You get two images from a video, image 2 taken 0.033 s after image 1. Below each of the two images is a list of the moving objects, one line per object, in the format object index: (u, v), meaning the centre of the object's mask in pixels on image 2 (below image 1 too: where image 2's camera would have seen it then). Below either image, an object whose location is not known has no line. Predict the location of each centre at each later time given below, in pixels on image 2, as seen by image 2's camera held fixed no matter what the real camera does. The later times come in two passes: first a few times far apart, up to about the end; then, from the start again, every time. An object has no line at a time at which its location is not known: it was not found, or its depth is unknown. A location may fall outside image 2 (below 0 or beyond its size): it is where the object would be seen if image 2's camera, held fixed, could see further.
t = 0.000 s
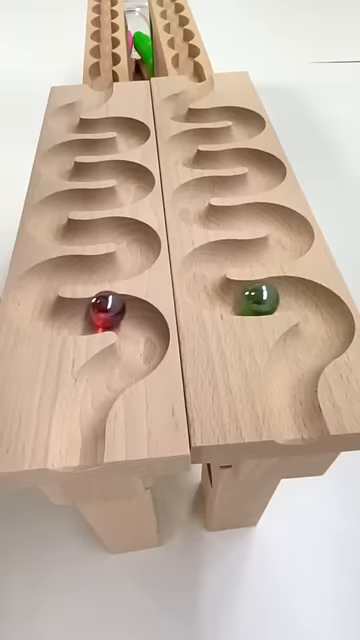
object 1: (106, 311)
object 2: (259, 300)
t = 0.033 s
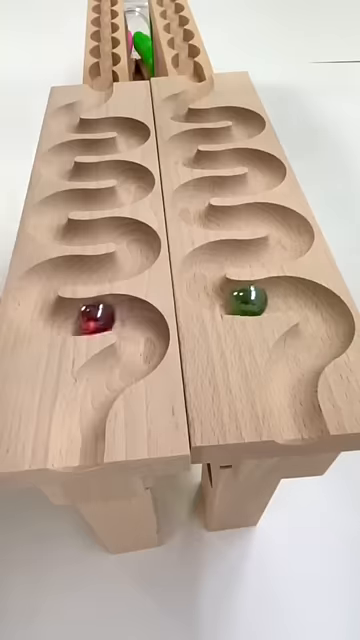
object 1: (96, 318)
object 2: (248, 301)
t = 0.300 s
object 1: (32, 290)
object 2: (221, 256)
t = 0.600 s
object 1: (143, 249)
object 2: (269, 213)
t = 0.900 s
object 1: (43, 224)
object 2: (196, 188)
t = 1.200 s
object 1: (138, 186)
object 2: (256, 159)
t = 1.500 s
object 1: (52, 164)
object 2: (187, 140)
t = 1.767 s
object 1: (129, 140)
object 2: (249, 122)
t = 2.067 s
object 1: (64, 122)
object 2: (172, 107)
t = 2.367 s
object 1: (101, 88)
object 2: (195, 74)
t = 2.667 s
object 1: (107, 67)
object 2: (185, 60)
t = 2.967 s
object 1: (107, 50)
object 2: (179, 45)
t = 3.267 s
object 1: (101, 37)
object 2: (179, 33)
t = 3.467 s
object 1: (108, 29)
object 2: (178, 27)
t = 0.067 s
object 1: (85, 320)
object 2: (235, 297)
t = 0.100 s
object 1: (76, 319)
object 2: (221, 295)
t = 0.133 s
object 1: (64, 317)
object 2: (208, 292)
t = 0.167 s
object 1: (50, 317)
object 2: (205, 288)
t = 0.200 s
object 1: (40, 315)
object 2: (200, 278)
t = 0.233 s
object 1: (34, 310)
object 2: (200, 267)
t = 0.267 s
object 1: (32, 302)
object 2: (207, 259)
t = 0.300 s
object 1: (32, 290)
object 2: (221, 256)
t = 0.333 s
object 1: (41, 279)
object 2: (239, 252)
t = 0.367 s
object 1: (55, 274)
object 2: (255, 254)
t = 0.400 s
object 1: (71, 270)
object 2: (267, 254)
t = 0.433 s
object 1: (86, 271)
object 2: (276, 251)
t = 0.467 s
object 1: (100, 273)
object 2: (287, 245)
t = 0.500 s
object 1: (112, 269)
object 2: (295, 238)
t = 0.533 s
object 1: (125, 263)
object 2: (293, 229)
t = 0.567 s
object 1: (138, 257)
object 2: (284, 222)
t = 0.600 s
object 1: (143, 249)
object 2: (269, 213)
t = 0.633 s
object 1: (140, 243)
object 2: (251, 212)
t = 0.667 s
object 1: (128, 232)
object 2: (240, 218)
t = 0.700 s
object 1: (116, 226)
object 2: (229, 218)
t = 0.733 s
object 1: (100, 231)
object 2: (215, 217)
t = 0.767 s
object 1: (86, 234)
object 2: (204, 215)
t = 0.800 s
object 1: (74, 234)
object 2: (190, 210)
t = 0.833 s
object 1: (61, 232)
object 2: (188, 206)
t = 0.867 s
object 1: (49, 229)
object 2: (190, 198)
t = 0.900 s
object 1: (43, 224)
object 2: (196, 188)
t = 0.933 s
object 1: (46, 218)
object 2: (208, 187)
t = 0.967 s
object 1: (53, 207)
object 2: (223, 185)
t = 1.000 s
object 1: (63, 200)
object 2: (237, 185)
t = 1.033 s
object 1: (78, 199)
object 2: (248, 184)
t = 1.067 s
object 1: (92, 199)
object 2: (257, 181)
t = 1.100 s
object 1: (106, 199)
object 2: (267, 177)
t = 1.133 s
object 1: (118, 197)
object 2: (270, 172)
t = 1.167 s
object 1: (129, 192)
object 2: (266, 168)
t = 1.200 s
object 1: (138, 186)
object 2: (256, 159)
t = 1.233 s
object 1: (138, 183)
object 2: (242, 155)
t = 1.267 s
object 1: (129, 174)
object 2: (229, 156)
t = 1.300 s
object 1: (117, 168)
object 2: (217, 159)
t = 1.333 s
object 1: (103, 169)
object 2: (205, 159)
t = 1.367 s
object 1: (90, 172)
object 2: (194, 158)
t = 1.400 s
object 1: (78, 172)
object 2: (183, 155)
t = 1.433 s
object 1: (68, 171)
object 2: (177, 150)
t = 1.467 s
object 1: (57, 168)
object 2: (180, 147)
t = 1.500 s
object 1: (52, 164)
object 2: (187, 140)
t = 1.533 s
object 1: (55, 160)
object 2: (197, 135)
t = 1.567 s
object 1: (63, 152)
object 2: (211, 135)
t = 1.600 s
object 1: (75, 146)
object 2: (222, 135)
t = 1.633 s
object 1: (88, 146)
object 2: (231, 133)
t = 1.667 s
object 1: (100, 147)
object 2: (239, 131)
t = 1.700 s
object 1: (111, 145)
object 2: (247, 129)
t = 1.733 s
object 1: (121, 143)
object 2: (250, 126)
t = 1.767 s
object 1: (129, 140)
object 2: (249, 122)
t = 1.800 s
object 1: (136, 135)
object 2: (240, 115)
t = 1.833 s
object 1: (135, 133)
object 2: (229, 111)
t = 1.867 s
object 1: (127, 126)
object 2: (218, 112)
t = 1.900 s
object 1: (115, 122)
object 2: (207, 114)
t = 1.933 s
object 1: (103, 124)
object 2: (196, 115)
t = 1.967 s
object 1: (92, 125)
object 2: (187, 114)
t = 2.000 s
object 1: (82, 125)
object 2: (178, 112)
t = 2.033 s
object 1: (71, 124)
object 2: (170, 108)
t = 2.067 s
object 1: (64, 122)
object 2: (172, 107)
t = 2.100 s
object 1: (60, 119)
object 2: (177, 100)
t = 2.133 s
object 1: (63, 117)
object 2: (185, 96)
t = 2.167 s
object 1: (70, 109)
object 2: (194, 92)
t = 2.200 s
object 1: (78, 103)
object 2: (197, 90)
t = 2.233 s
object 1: (87, 102)
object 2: (198, 87)
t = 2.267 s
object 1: (93, 99)
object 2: (201, 82)
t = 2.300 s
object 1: (95, 96)
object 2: (201, 78)
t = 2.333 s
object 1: (97, 92)
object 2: (199, 73)
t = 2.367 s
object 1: (101, 88)
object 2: (195, 74)
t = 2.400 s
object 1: (101, 83)
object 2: (192, 76)
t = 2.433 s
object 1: (99, 82)
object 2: (189, 72)
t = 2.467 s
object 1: (102, 85)
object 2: (191, 70)
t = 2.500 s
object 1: (104, 82)
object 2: (186, 68)
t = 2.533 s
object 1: (102, 82)
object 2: (184, 65)
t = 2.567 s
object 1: (101, 79)
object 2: (183, 64)
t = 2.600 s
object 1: (98, 75)
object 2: (182, 62)
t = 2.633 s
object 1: (102, 72)
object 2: (184, 60)
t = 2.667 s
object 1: (107, 67)
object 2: (185, 60)
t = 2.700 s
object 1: (110, 63)
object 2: (188, 57)
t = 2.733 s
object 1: (109, 61)
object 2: (188, 55)
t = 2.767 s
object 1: (107, 60)
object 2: (188, 53)
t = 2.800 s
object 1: (101, 58)
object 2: (186, 52)
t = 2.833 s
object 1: (100, 55)
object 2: (182, 51)
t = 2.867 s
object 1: (100, 54)
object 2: (181, 50)
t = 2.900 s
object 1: (101, 52)
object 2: (180, 48)
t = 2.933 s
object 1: (104, 52)
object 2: (179, 46)
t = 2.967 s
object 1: (107, 50)
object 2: (179, 45)
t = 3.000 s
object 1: (108, 48)
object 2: (178, 43)
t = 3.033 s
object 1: (110, 45)
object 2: (180, 44)
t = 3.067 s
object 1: (109, 44)
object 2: (182, 42)
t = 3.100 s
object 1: (106, 44)
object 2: (183, 40)
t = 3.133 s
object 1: (104, 43)
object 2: (183, 38)
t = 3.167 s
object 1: (101, 40)
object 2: (183, 37)
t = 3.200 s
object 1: (100, 39)
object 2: (182, 35)
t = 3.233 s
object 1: (101, 38)
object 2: (180, 34)
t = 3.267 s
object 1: (101, 37)
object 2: (179, 33)
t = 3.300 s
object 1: (104, 36)
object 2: (176, 31)
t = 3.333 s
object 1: (106, 35)
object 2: (175, 30)
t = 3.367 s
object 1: (108, 32)
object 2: (174, 29)
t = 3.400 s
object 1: (108, 31)
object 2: (175, 28)
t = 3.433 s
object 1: (109, 29)
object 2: (177, 27)
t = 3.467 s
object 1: (108, 29)
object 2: (178, 27)
